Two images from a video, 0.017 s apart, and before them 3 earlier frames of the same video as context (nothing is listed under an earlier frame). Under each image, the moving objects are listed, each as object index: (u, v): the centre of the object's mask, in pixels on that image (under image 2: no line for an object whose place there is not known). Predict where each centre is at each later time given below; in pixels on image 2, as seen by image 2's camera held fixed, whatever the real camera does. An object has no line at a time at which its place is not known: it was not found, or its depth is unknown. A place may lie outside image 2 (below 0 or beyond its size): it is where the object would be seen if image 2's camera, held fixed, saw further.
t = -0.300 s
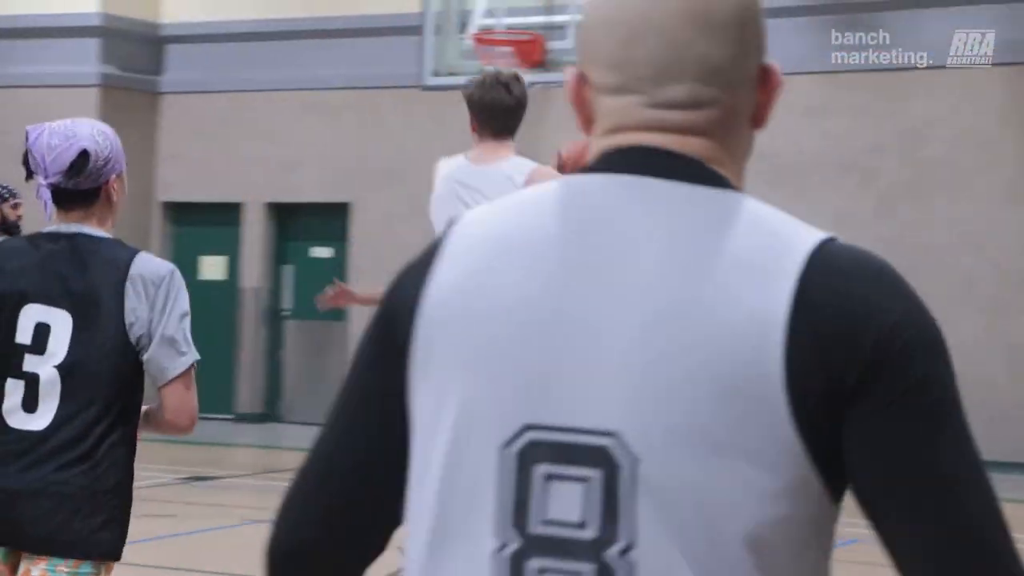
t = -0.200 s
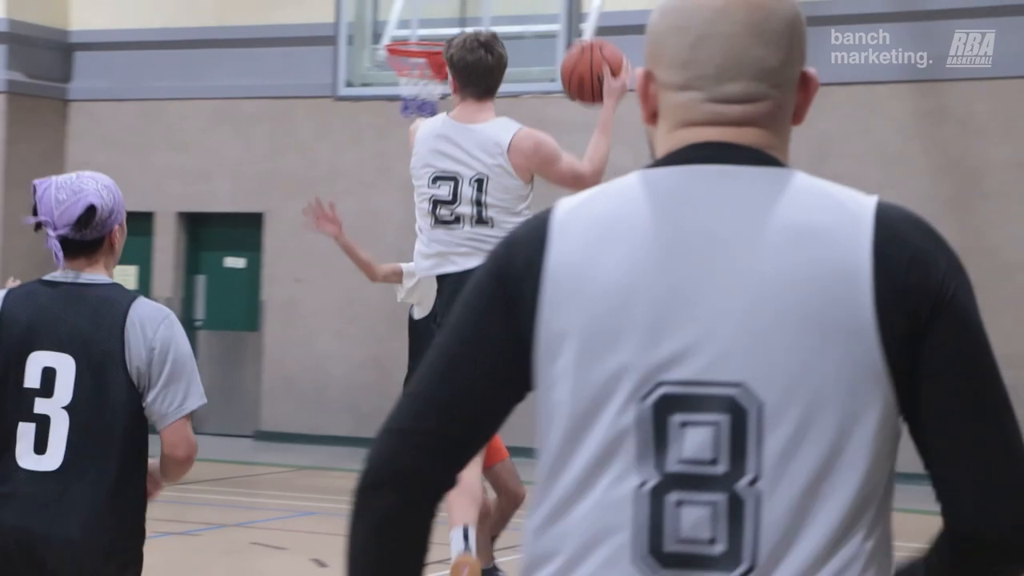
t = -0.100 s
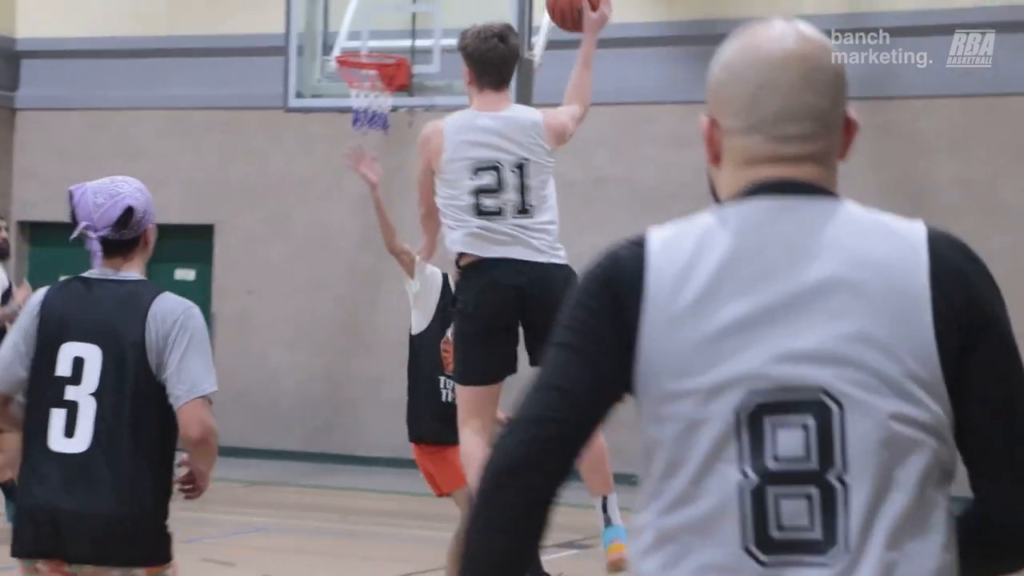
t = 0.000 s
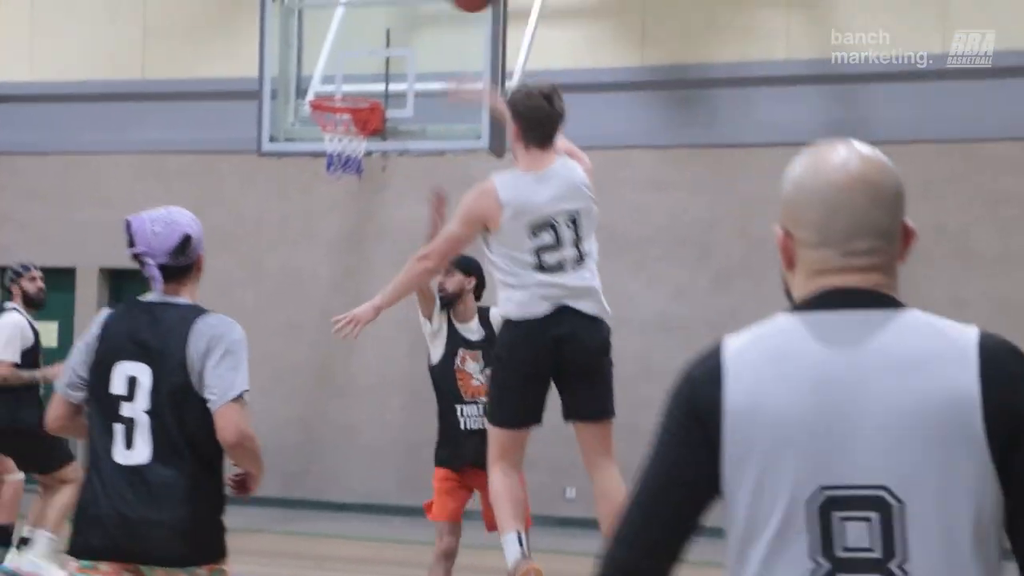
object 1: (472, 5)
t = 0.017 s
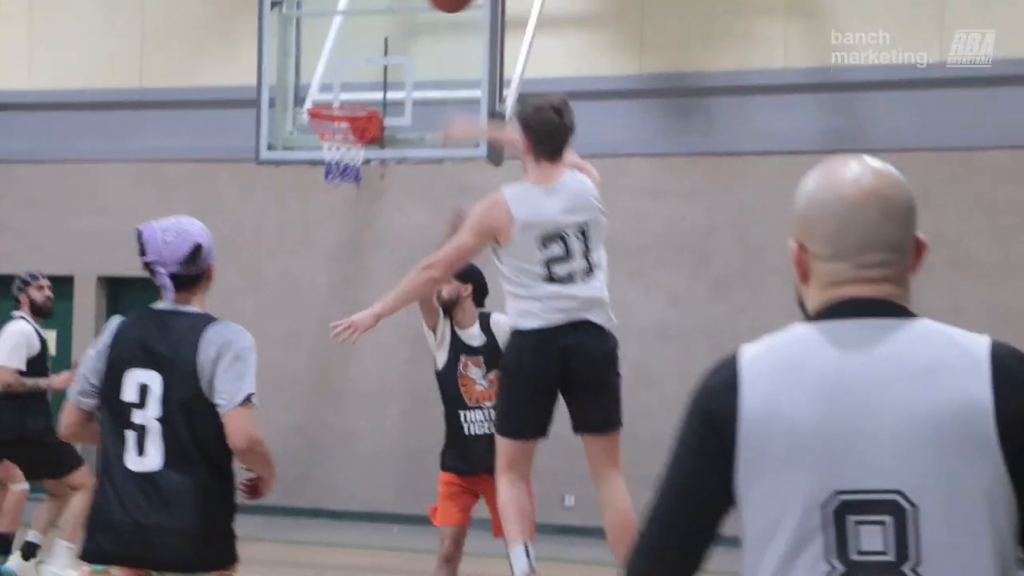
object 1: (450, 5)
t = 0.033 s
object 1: (431, -3)
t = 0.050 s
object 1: (411, -11)
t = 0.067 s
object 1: (391, -18)
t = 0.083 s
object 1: (373, -25)
